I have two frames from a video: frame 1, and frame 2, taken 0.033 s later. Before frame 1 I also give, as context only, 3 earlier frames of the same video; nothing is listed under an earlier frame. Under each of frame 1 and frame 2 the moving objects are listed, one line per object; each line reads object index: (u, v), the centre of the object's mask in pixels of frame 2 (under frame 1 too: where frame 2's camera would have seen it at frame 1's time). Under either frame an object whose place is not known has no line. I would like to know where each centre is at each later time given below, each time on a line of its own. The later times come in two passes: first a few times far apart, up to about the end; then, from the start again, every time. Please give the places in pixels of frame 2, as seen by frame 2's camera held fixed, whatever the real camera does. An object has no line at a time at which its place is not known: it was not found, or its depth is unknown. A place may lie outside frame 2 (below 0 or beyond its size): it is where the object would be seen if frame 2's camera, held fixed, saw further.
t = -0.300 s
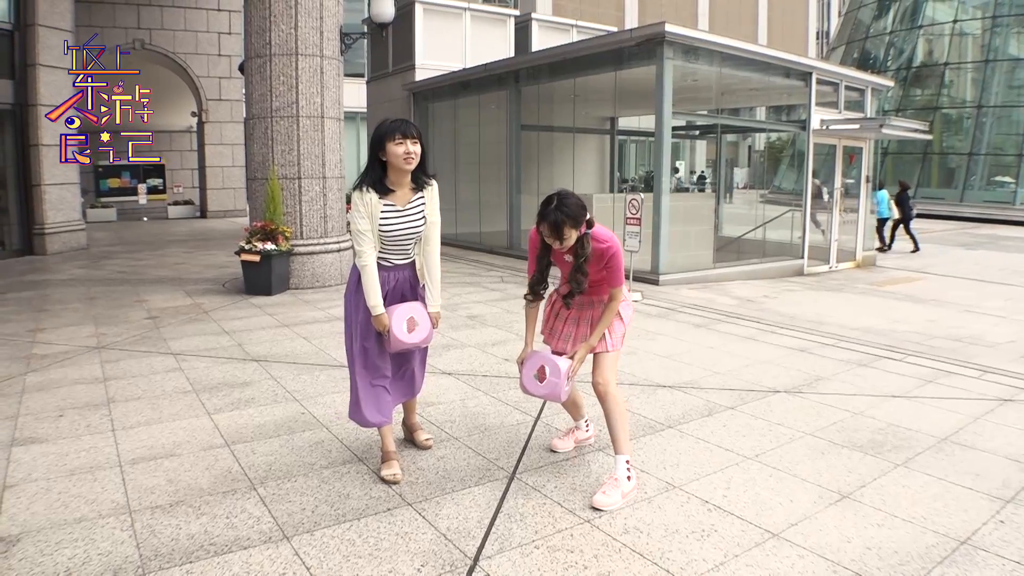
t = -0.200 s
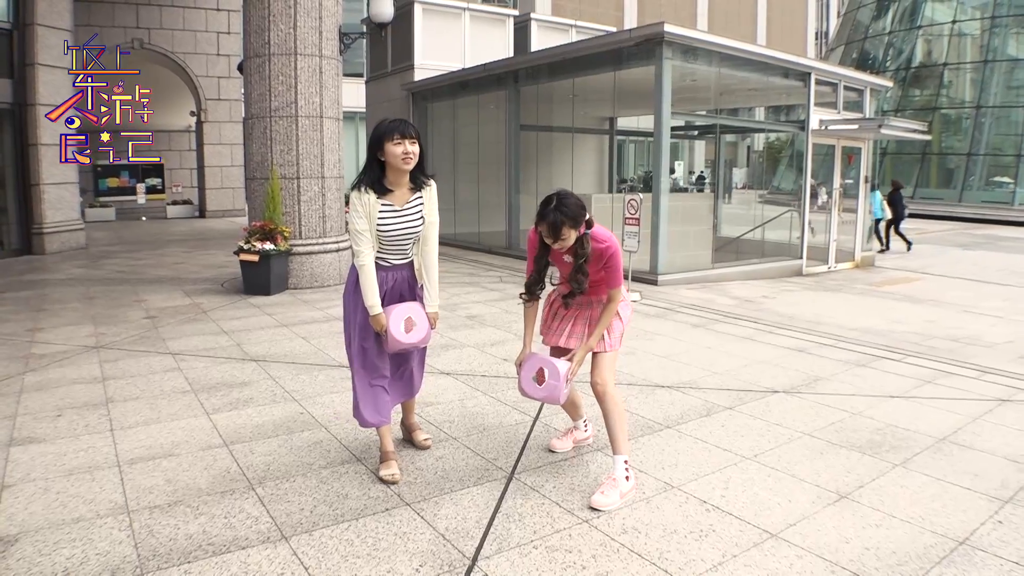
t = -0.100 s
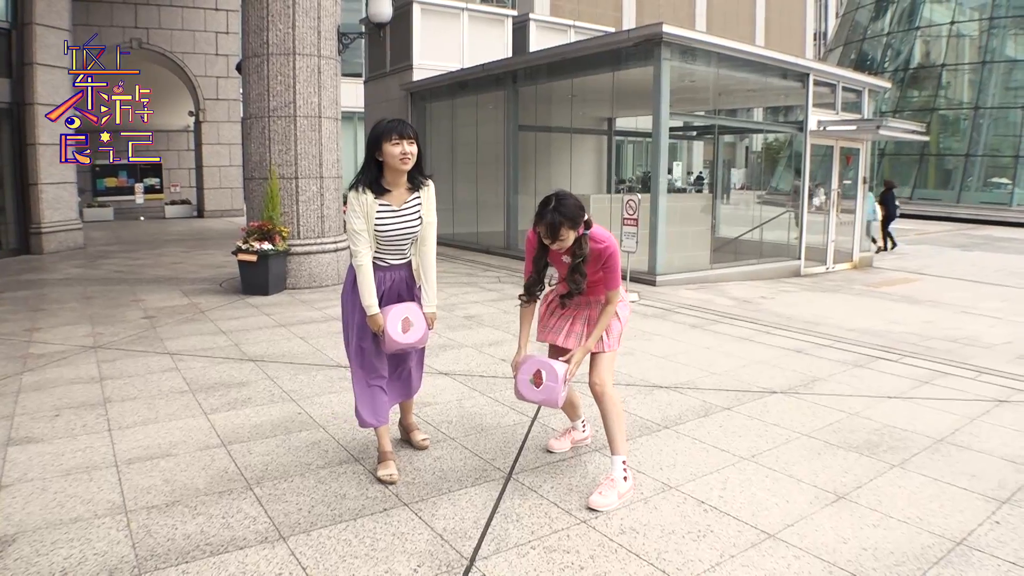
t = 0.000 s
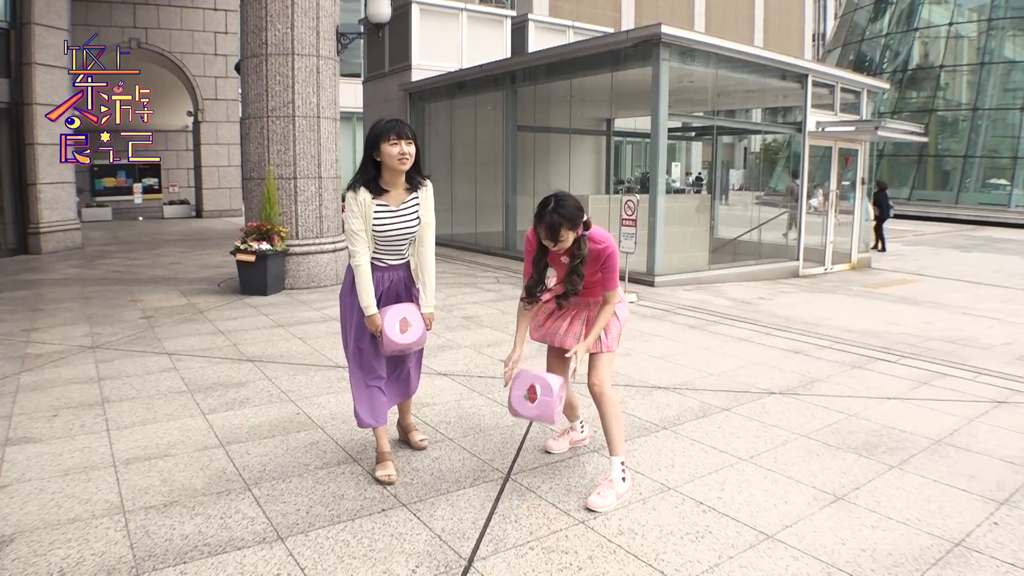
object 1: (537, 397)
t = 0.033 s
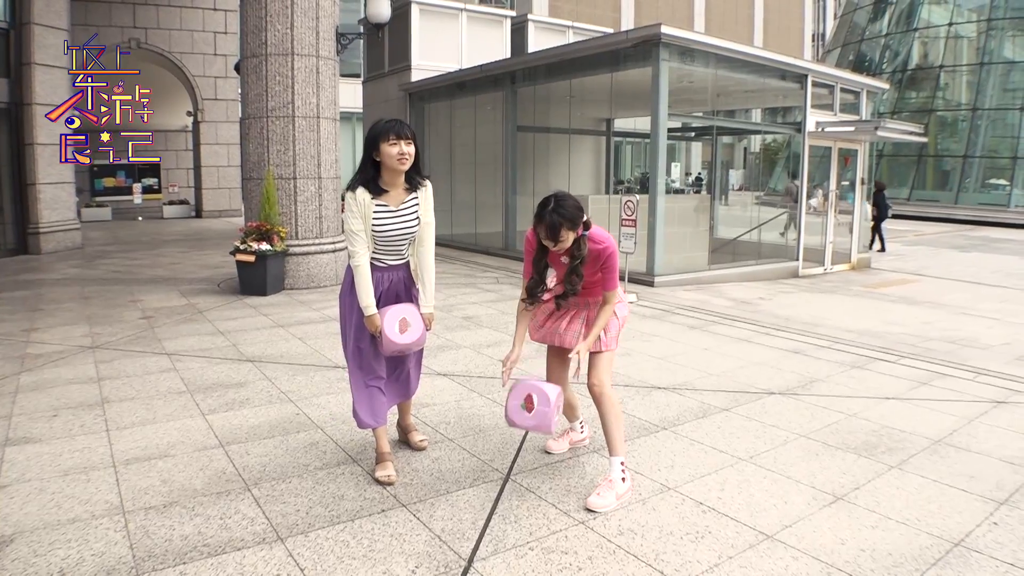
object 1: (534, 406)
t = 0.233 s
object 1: (495, 507)
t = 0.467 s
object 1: (401, 537)
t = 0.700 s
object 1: (258, 555)
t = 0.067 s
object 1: (530, 418)
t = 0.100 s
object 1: (526, 431)
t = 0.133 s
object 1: (521, 447)
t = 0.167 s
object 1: (514, 465)
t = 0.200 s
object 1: (506, 485)
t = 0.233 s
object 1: (495, 507)
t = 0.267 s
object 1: (485, 509)
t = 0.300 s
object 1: (473, 509)
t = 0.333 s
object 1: (461, 511)
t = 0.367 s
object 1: (447, 517)
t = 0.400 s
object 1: (434, 524)
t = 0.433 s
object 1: (417, 533)
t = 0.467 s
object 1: (401, 537)
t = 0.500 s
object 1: (383, 541)
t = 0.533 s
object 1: (366, 543)
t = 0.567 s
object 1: (347, 542)
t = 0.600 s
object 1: (326, 543)
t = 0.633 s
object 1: (304, 546)
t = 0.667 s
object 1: (282, 549)
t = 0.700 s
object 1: (258, 555)
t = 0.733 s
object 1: (231, 562)
